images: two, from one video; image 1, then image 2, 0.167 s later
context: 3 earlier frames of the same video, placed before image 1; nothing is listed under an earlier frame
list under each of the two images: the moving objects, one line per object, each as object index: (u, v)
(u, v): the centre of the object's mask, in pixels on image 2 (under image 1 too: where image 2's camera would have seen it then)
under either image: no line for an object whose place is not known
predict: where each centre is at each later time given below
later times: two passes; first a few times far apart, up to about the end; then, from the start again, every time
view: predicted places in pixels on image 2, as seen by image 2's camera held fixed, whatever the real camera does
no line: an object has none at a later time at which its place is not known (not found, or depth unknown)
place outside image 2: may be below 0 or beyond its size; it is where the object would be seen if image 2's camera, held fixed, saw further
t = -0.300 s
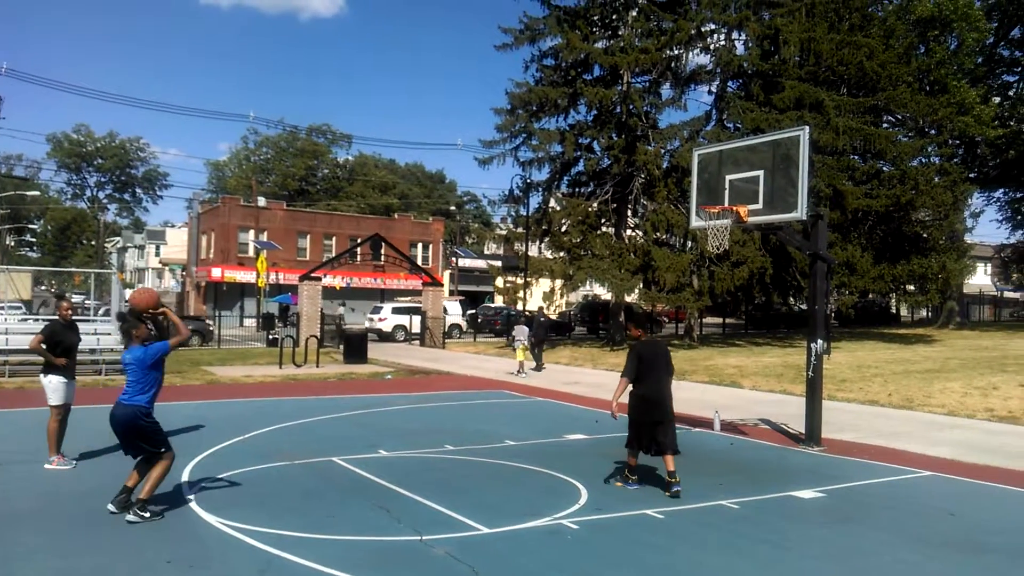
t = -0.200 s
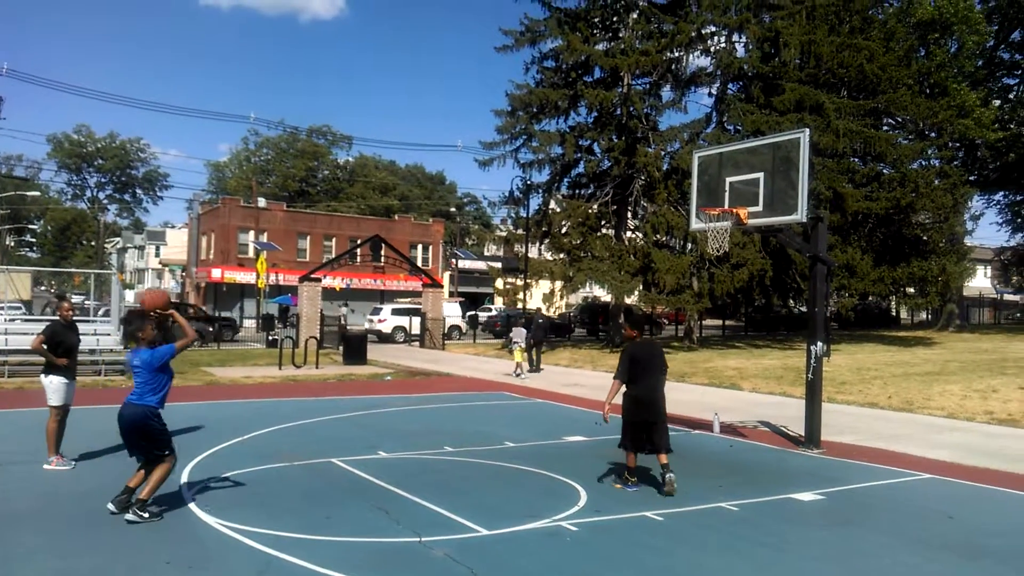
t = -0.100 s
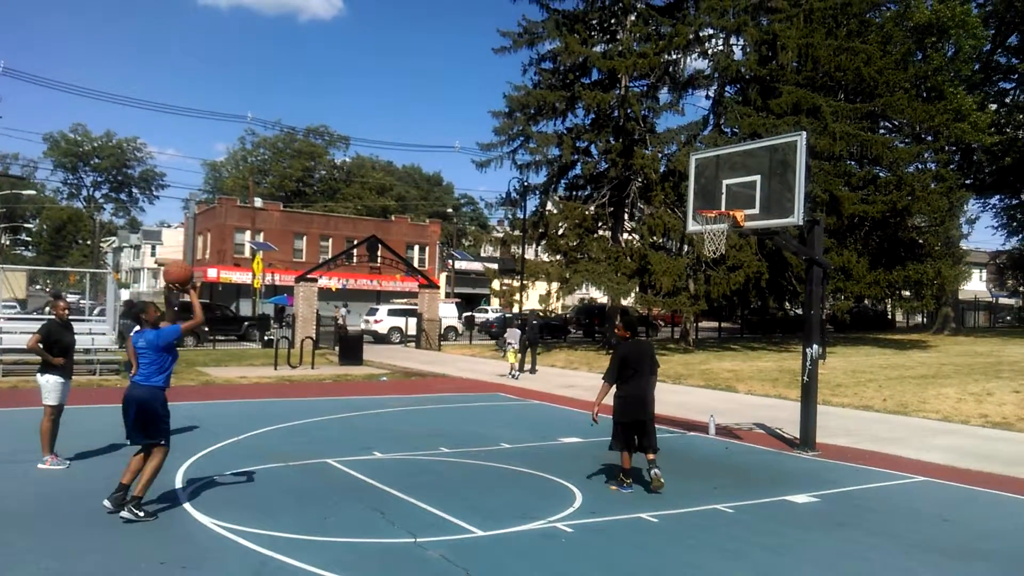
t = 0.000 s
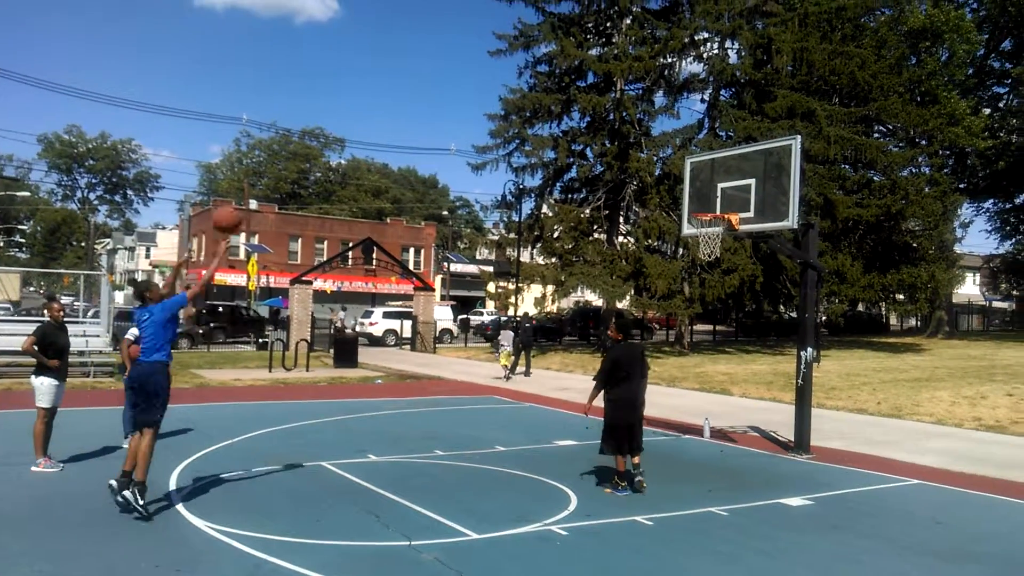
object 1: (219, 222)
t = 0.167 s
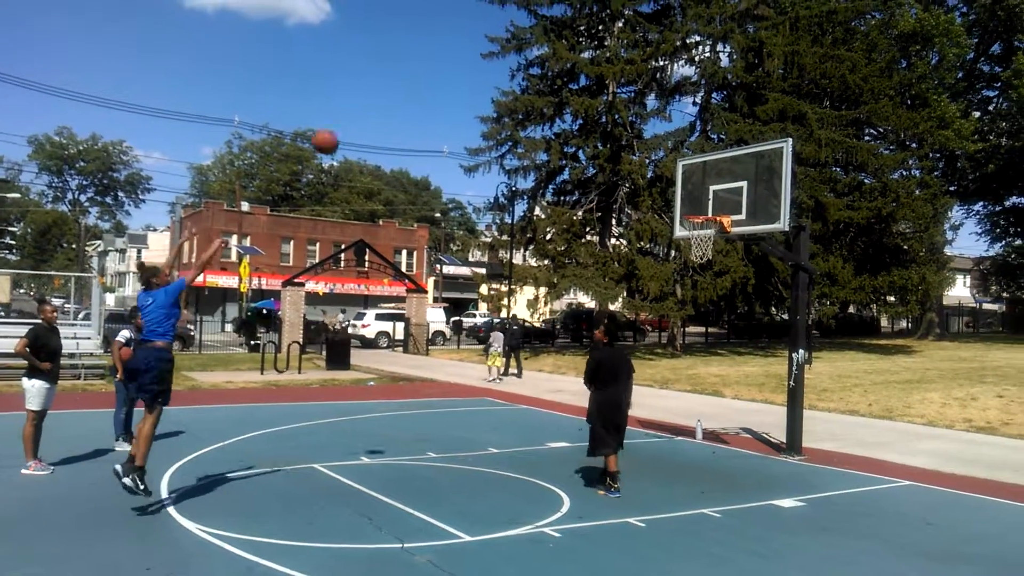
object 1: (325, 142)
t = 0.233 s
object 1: (363, 120)
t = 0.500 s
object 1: (496, 82)
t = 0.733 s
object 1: (591, 104)
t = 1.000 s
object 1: (684, 180)
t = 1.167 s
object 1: (705, 227)
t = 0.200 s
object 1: (345, 130)
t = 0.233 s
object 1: (363, 120)
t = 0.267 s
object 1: (382, 111)
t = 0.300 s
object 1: (399, 103)
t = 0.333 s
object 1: (417, 97)
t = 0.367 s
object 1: (433, 91)
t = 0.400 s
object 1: (450, 87)
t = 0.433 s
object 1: (465, 85)
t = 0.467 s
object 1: (481, 83)
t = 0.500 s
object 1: (496, 82)
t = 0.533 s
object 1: (510, 82)
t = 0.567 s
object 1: (526, 82)
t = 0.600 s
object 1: (539, 83)
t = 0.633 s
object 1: (554, 87)
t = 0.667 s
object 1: (567, 92)
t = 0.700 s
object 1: (579, 97)
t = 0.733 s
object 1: (591, 104)
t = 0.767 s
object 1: (605, 111)
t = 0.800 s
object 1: (617, 119)
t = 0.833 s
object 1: (630, 127)
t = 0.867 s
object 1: (640, 137)
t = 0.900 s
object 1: (652, 147)
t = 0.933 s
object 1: (664, 157)
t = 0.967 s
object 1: (674, 169)
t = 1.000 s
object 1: (684, 180)
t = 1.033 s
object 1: (695, 193)
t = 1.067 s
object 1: (705, 207)
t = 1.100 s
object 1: (711, 214)
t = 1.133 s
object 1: (710, 223)
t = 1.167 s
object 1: (705, 227)
